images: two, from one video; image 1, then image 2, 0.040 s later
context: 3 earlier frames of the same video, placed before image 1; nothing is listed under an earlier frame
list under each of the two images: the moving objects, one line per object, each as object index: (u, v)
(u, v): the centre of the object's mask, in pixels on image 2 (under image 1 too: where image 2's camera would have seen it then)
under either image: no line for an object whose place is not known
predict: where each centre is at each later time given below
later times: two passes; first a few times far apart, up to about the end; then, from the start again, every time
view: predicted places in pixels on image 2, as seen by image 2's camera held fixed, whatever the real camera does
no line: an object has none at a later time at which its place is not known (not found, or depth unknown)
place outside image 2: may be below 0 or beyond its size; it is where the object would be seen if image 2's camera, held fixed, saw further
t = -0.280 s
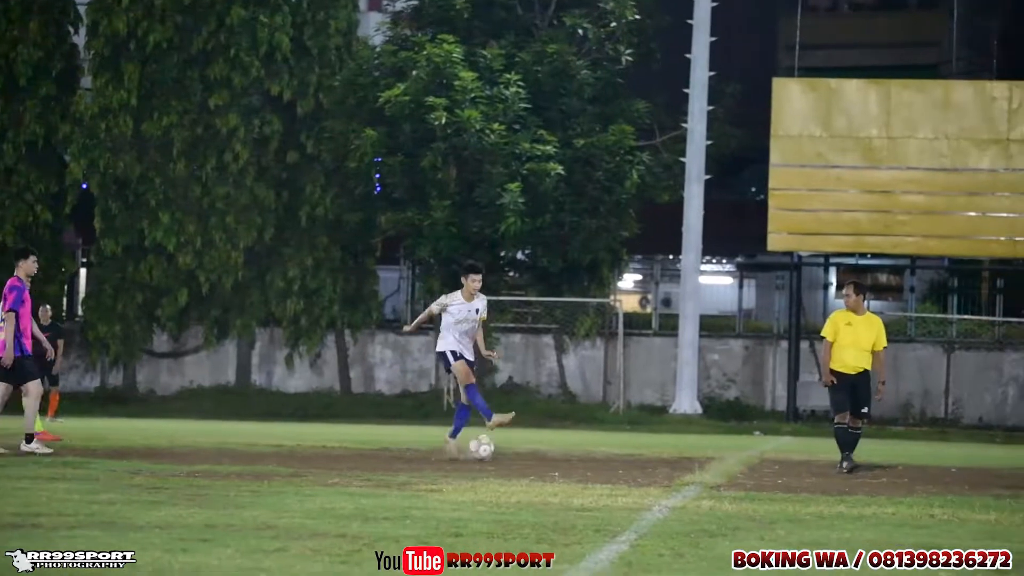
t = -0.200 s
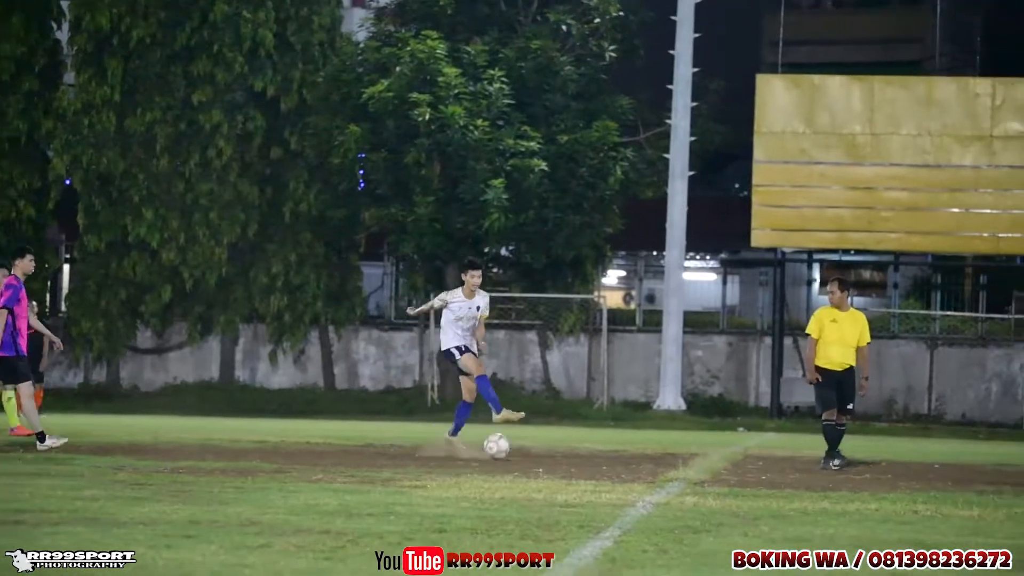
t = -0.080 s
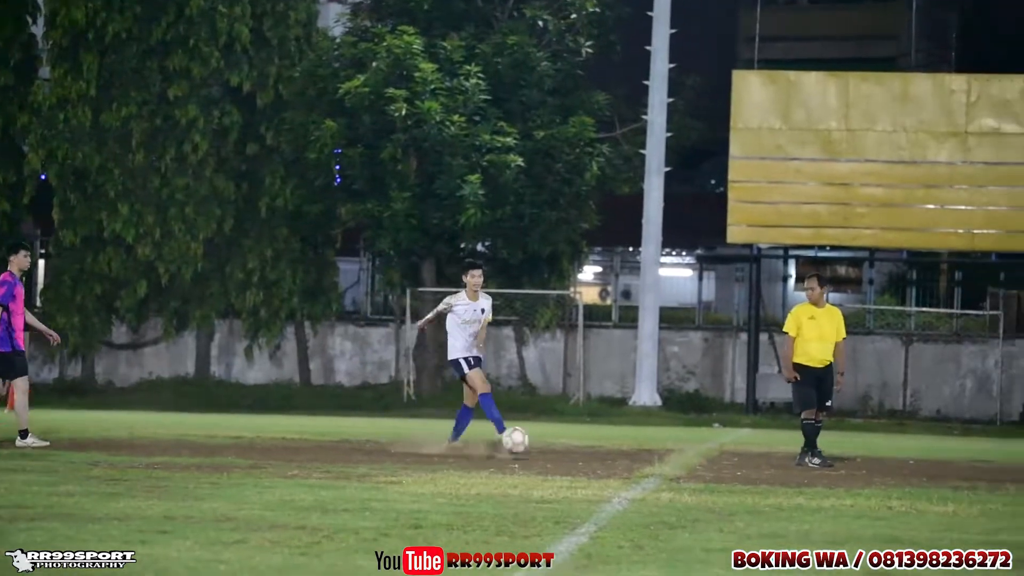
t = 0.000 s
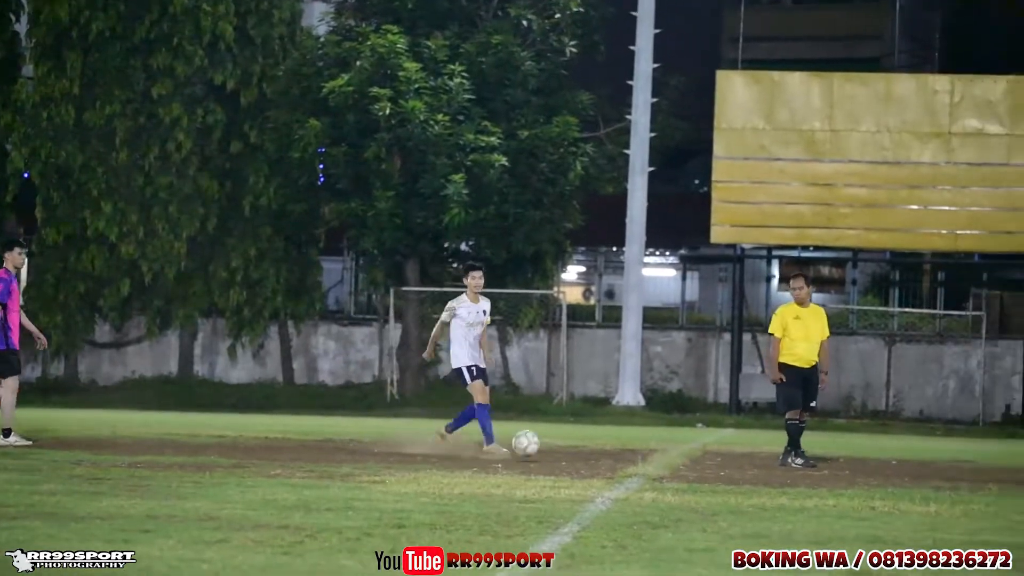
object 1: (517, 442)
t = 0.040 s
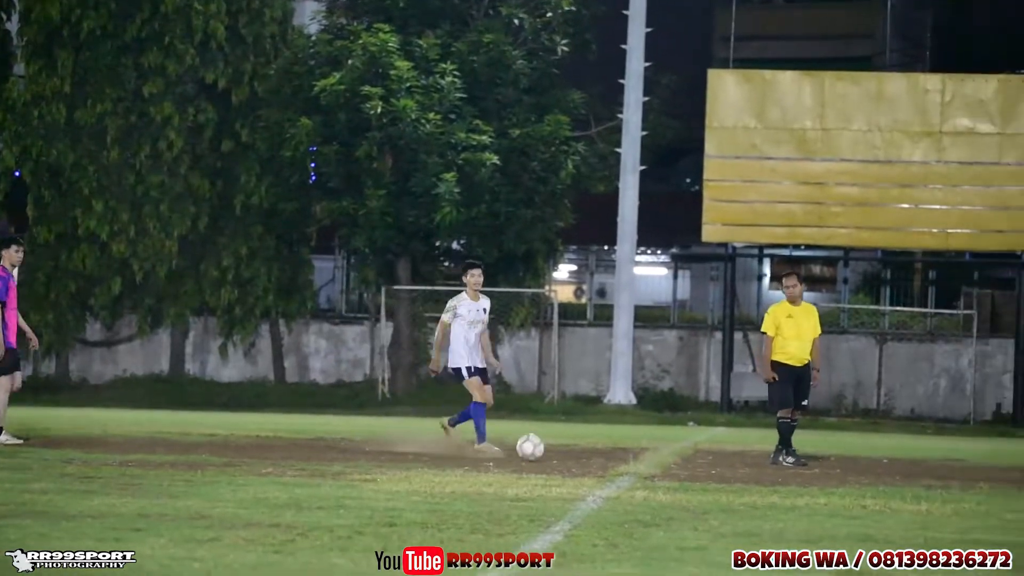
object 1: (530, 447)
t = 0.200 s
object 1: (577, 447)
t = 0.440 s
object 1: (640, 457)
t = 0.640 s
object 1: (694, 466)
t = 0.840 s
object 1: (743, 470)
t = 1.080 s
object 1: (805, 475)
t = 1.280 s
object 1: (862, 476)
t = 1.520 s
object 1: (933, 486)
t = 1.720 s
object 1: (991, 479)
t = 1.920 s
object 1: (1050, 510)
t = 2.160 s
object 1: (1126, 520)
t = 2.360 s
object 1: (1190, 530)
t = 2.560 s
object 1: (1258, 542)
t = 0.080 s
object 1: (542, 446)
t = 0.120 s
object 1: (554, 445)
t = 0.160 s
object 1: (565, 444)
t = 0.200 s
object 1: (577, 447)
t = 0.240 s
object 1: (588, 451)
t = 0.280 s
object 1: (599, 454)
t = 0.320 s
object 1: (609, 453)
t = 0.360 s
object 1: (620, 452)
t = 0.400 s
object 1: (630, 455)
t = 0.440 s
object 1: (640, 457)
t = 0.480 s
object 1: (651, 456)
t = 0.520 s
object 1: (662, 456)
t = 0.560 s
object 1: (673, 457)
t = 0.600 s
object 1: (683, 461)
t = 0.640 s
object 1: (694, 466)
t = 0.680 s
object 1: (704, 464)
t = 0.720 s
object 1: (715, 463)
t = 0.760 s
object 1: (723, 465)
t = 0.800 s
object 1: (733, 468)
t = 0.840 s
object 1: (743, 470)
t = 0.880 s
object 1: (753, 470)
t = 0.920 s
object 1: (763, 471)
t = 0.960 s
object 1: (773, 473)
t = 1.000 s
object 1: (784, 473)
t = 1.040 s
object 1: (794, 475)
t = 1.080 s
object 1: (805, 475)
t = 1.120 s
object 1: (817, 477)
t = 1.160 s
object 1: (828, 478)
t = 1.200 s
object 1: (839, 475)
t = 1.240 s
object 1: (851, 474)
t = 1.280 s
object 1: (862, 476)
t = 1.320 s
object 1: (874, 480)
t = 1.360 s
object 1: (885, 486)
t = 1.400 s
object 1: (897, 484)
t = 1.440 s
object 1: (909, 482)
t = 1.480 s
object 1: (921, 484)
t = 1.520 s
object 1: (933, 486)
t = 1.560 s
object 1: (944, 491)
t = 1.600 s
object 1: (955, 494)
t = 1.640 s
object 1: (968, 486)
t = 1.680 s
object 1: (979, 481)
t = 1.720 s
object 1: (991, 479)
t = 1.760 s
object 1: (1003, 478)
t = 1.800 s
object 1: (1014, 482)
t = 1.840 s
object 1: (1026, 489)
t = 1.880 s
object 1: (1038, 497)
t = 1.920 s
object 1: (1050, 510)
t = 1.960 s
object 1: (1062, 510)
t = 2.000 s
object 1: (1075, 508)
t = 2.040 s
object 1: (1087, 510)
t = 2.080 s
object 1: (1100, 516)
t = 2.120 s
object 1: (1112, 518)
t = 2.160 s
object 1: (1126, 520)
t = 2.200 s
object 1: (1138, 523)
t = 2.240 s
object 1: (1150, 525)
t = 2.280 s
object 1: (1164, 527)
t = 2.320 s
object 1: (1177, 528)
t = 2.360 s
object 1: (1190, 530)
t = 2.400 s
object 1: (1204, 534)
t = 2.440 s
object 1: (1217, 537)
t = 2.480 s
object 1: (1230, 539)
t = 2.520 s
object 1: (1244, 541)
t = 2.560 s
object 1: (1258, 542)
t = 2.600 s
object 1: (1271, 546)
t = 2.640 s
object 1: (1284, 546)
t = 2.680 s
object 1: (1298, 548)
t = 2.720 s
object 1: (1313, 553)
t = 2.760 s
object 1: (1327, 556)
